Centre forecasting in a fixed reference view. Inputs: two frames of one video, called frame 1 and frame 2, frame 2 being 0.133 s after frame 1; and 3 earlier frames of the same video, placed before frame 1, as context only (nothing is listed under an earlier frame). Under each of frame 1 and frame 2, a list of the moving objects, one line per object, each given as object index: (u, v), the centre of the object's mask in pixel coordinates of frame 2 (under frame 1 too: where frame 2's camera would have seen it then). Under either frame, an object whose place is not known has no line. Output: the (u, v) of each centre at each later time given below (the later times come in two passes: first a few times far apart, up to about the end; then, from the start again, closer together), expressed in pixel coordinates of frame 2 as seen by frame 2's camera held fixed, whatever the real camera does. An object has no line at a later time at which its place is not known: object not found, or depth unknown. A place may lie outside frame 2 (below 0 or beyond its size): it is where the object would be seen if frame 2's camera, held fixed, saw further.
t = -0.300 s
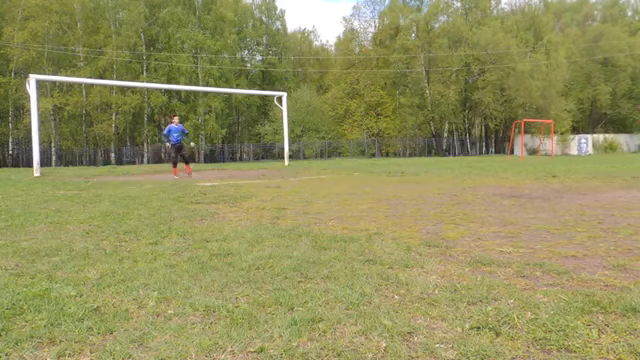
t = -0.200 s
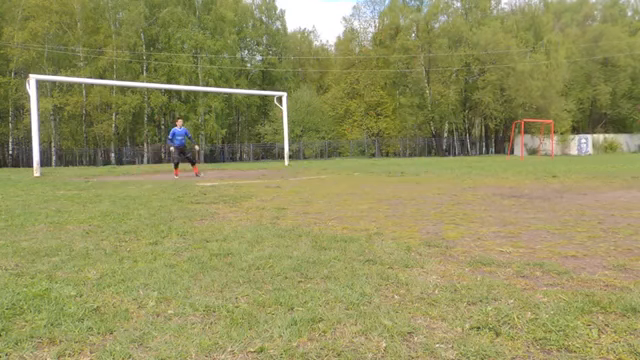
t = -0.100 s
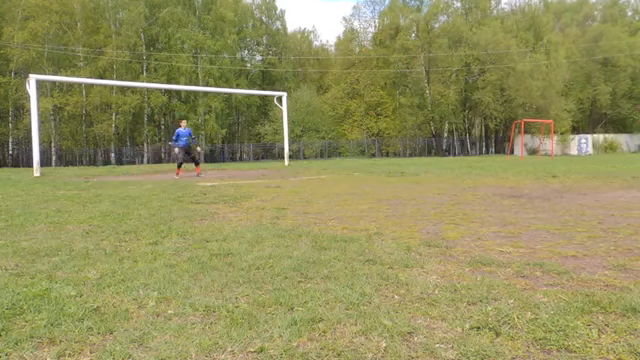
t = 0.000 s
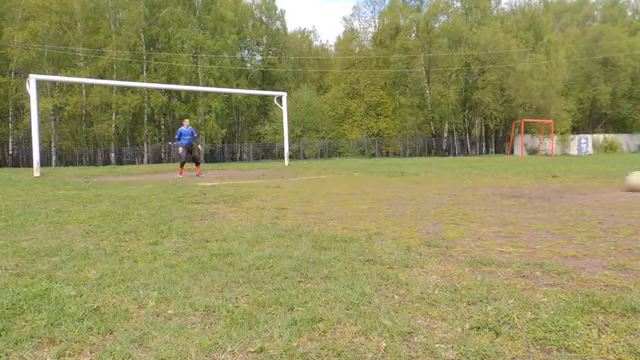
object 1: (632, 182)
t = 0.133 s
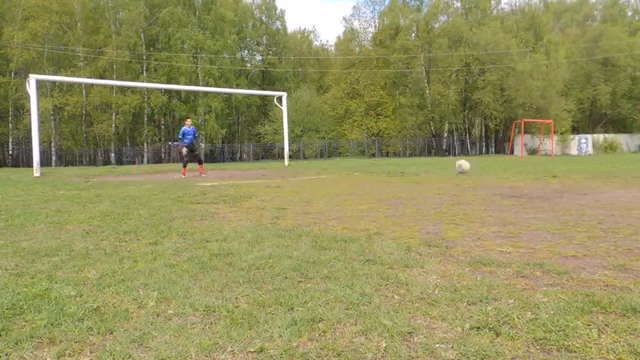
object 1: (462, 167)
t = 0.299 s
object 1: (351, 155)
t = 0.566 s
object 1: (243, 174)
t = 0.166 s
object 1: (435, 162)
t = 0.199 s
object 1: (412, 158)
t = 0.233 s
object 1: (389, 155)
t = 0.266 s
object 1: (369, 155)
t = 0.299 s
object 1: (351, 155)
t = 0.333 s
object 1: (333, 155)
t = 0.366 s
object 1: (317, 157)
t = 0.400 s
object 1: (302, 158)
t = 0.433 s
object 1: (289, 162)
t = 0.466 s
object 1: (277, 164)
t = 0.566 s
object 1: (243, 174)
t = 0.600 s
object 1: (236, 171)
